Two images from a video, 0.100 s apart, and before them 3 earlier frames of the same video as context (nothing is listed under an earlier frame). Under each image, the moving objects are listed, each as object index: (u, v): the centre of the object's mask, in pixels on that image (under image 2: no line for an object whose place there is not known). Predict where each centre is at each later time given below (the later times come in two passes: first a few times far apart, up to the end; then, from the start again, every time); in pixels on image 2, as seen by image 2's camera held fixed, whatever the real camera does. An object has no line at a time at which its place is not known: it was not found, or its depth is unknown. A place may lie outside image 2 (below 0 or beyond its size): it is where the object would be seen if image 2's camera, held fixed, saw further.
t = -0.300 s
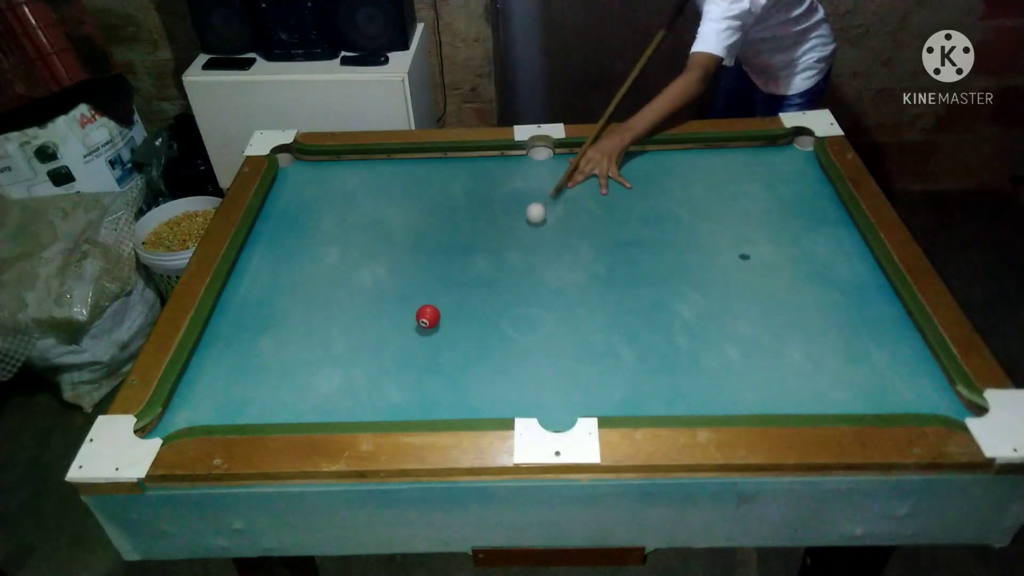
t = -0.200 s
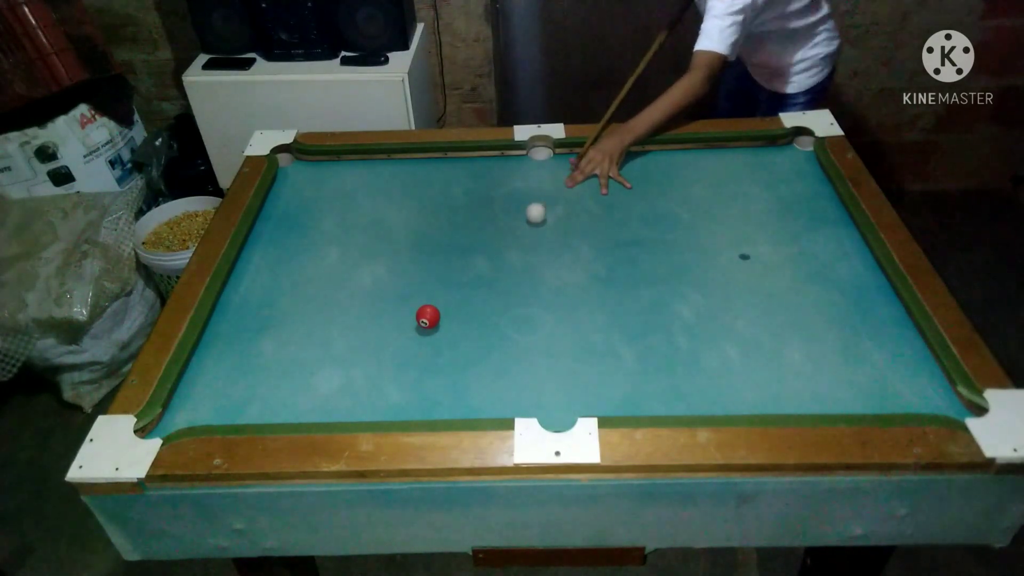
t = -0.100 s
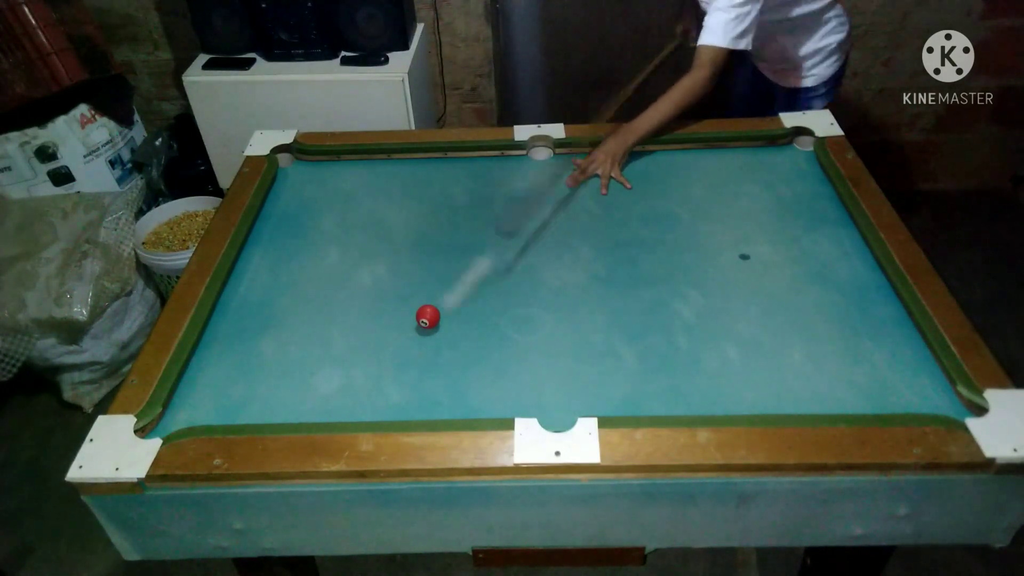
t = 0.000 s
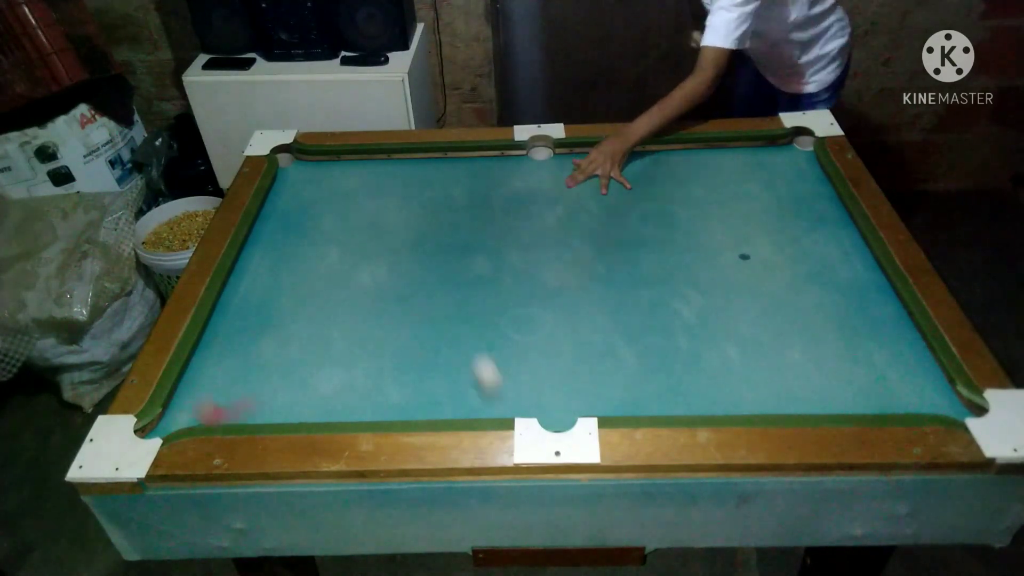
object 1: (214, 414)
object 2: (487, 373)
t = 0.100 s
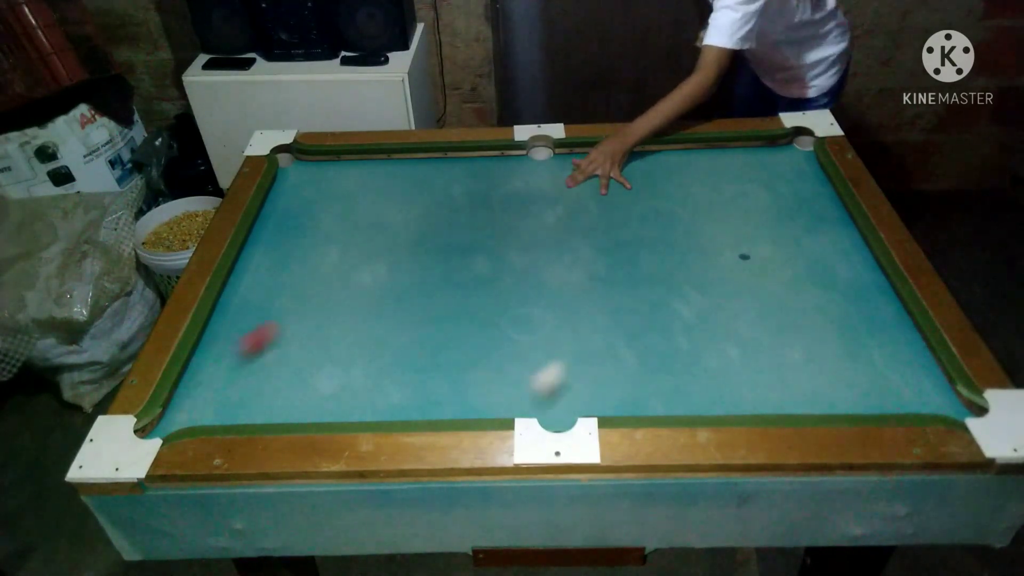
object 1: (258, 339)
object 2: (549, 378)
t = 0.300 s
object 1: (428, 231)
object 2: (661, 281)
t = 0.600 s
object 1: (560, 185)
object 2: (782, 176)
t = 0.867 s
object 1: (587, 302)
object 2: (760, 165)
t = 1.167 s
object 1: (606, 353)
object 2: (705, 220)
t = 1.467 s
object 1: (592, 242)
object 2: (642, 282)
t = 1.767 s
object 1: (583, 163)
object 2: (572, 351)
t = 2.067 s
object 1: (590, 188)
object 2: (498, 402)
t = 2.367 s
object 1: (601, 236)
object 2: (461, 351)
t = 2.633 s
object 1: (614, 282)
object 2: (434, 315)
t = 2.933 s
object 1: (630, 335)
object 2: (409, 283)
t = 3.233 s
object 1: (650, 394)
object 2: (388, 258)
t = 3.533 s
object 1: (660, 382)
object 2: (371, 238)
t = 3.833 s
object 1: (667, 348)
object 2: (357, 220)
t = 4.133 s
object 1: (675, 323)
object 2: (346, 207)
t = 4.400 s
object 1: (680, 307)
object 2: (340, 196)
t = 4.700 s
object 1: (683, 293)
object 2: (334, 188)
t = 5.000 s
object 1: (685, 283)
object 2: (330, 181)
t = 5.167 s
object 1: (685, 280)
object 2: (327, 179)
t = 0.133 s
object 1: (291, 319)
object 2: (572, 360)
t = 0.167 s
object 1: (323, 299)
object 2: (592, 343)
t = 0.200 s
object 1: (351, 281)
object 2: (610, 327)
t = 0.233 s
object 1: (378, 263)
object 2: (628, 311)
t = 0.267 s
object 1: (404, 247)
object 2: (644, 296)
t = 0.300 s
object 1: (428, 231)
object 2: (661, 281)
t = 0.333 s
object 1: (450, 217)
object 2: (676, 268)
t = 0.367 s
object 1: (472, 203)
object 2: (692, 255)
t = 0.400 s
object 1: (492, 190)
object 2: (707, 242)
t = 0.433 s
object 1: (512, 177)
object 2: (720, 230)
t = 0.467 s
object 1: (530, 166)
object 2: (734, 218)
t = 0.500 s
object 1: (549, 153)
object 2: (746, 208)
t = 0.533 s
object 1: (555, 161)
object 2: (759, 197)
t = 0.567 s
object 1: (557, 173)
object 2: (771, 187)
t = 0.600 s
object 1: (560, 185)
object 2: (782, 176)
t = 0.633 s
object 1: (563, 197)
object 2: (792, 167)
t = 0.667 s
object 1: (566, 210)
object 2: (802, 157)
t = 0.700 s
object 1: (569, 223)
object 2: (797, 149)
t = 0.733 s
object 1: (572, 238)
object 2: (782, 144)
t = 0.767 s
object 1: (576, 253)
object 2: (776, 147)
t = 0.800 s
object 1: (580, 268)
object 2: (770, 153)
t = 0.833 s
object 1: (583, 285)
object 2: (765, 159)
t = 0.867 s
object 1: (587, 302)
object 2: (760, 165)
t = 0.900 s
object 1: (592, 320)
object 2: (754, 171)
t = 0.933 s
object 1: (596, 340)
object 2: (748, 176)
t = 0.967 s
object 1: (601, 359)
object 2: (742, 182)
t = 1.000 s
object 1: (606, 379)
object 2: (737, 188)
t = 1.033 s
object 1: (611, 401)
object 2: (731, 194)
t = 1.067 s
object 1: (612, 401)
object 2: (724, 201)
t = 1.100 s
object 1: (609, 384)
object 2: (718, 207)
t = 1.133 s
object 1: (607, 368)
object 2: (712, 213)
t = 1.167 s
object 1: (606, 353)
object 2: (705, 220)
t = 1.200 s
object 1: (604, 338)
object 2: (698, 226)
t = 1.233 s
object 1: (601, 324)
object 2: (692, 233)
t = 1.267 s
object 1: (600, 311)
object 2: (685, 240)
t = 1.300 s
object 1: (599, 298)
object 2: (678, 246)
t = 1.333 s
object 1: (597, 286)
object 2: (672, 253)
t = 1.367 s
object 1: (595, 274)
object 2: (664, 260)
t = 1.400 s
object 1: (594, 263)
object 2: (657, 267)
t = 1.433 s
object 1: (593, 252)
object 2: (650, 274)
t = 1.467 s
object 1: (592, 242)
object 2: (642, 282)
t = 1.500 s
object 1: (590, 231)
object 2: (635, 289)
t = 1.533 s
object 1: (590, 222)
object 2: (628, 296)
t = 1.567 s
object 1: (589, 213)
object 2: (620, 304)
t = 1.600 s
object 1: (587, 204)
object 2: (612, 311)
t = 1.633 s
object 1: (586, 195)
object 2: (604, 319)
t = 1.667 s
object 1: (586, 187)
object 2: (596, 327)
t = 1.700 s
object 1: (586, 179)
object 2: (589, 335)
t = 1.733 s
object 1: (584, 171)
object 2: (580, 343)
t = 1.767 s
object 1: (583, 163)
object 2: (572, 351)
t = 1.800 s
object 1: (582, 156)
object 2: (563, 360)
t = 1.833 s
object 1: (582, 153)
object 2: (555, 367)
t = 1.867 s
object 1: (583, 159)
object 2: (546, 376)
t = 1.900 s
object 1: (584, 163)
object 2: (537, 384)
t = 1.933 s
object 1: (586, 168)
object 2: (528, 393)
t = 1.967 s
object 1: (587, 173)
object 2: (519, 402)
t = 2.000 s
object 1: (588, 178)
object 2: (510, 407)
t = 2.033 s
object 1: (589, 183)
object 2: (504, 406)
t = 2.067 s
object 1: (590, 188)
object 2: (498, 402)
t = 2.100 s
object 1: (591, 194)
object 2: (494, 396)
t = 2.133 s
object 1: (592, 199)
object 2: (489, 390)
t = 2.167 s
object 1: (594, 204)
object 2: (485, 384)
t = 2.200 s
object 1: (595, 209)
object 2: (480, 378)
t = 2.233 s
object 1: (597, 214)
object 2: (476, 373)
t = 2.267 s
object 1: (598, 220)
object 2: (472, 367)
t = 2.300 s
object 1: (599, 225)
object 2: (468, 362)
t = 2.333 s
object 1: (600, 231)
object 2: (464, 356)
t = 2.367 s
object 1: (601, 236)
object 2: (461, 351)
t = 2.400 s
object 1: (603, 242)
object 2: (457, 346)
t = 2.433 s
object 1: (604, 247)
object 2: (454, 341)
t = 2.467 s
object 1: (606, 253)
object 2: (450, 337)
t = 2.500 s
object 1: (608, 259)
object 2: (447, 332)
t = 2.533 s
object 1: (609, 264)
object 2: (444, 328)
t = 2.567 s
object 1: (611, 270)
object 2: (440, 323)
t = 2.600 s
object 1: (612, 276)
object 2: (437, 319)
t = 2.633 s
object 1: (614, 282)
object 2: (434, 315)
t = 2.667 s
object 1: (616, 287)
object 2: (431, 311)
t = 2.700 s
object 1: (618, 293)
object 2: (428, 307)
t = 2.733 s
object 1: (619, 299)
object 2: (425, 303)
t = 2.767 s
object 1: (621, 305)
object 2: (422, 299)
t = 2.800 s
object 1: (623, 311)
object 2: (420, 296)
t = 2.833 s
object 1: (625, 317)
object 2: (417, 292)
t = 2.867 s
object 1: (627, 323)
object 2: (414, 289)
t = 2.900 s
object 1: (628, 329)
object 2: (412, 286)
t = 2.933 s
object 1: (630, 335)
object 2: (409, 283)
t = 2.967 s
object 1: (632, 342)
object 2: (406, 280)
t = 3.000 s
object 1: (634, 348)
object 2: (404, 277)
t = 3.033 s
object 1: (637, 355)
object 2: (401, 274)
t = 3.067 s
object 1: (639, 361)
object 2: (399, 271)
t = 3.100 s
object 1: (641, 367)
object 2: (396, 268)
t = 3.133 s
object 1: (643, 373)
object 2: (394, 266)
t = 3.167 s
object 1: (645, 380)
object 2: (392, 263)
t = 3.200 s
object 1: (647, 387)
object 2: (390, 260)
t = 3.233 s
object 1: (650, 394)
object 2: (388, 258)
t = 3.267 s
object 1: (653, 400)
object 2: (386, 255)
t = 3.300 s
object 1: (655, 405)
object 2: (384, 253)
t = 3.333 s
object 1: (658, 406)
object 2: (382, 250)
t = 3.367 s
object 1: (658, 404)
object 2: (380, 248)
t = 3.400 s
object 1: (659, 400)
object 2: (378, 246)
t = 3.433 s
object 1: (659, 395)
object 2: (376, 244)
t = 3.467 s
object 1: (659, 391)
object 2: (374, 242)
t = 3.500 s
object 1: (660, 386)
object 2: (372, 240)
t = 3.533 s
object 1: (660, 382)
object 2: (371, 238)
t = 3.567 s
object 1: (661, 378)
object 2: (369, 236)
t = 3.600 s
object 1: (661, 373)
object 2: (367, 234)
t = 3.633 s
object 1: (662, 369)
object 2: (366, 231)
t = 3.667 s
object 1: (663, 365)
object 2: (364, 229)
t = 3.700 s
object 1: (664, 362)
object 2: (362, 228)
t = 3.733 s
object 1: (664, 358)
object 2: (361, 226)
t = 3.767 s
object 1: (665, 355)
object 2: (360, 224)
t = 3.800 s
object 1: (667, 351)
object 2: (358, 222)
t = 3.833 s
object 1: (667, 348)
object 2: (357, 220)
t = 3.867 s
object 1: (668, 345)
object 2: (355, 219)
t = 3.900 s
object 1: (669, 341)
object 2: (354, 217)
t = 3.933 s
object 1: (670, 338)
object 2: (353, 215)
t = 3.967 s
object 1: (671, 335)
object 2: (352, 214)
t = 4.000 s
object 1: (671, 333)
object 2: (350, 212)
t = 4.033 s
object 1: (672, 330)
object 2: (349, 211)
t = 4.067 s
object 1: (673, 327)
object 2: (348, 209)
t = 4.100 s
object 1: (674, 325)
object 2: (347, 208)
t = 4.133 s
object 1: (675, 323)
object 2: (346, 207)
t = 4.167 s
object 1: (675, 320)
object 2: (345, 205)
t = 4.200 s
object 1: (676, 318)
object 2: (345, 204)
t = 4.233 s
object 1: (677, 317)
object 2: (344, 203)
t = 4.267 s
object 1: (677, 314)
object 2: (342, 201)
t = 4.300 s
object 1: (678, 312)
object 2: (342, 200)
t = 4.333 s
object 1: (678, 311)
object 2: (341, 199)
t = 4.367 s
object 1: (679, 308)
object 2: (340, 198)
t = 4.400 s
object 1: (680, 307)
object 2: (340, 196)
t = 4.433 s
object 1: (680, 305)
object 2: (339, 196)
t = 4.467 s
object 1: (680, 303)
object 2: (338, 194)
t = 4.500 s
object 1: (681, 302)
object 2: (338, 193)
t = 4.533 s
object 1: (682, 300)
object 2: (337, 192)
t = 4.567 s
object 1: (682, 299)
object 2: (336, 191)
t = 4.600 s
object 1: (682, 297)
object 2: (336, 190)
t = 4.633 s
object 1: (683, 295)
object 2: (335, 189)
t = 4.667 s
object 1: (683, 294)
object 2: (334, 189)
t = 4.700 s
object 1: (683, 293)
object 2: (334, 188)
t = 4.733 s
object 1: (684, 291)
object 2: (334, 187)
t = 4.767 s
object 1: (684, 290)
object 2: (333, 186)
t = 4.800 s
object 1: (684, 289)
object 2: (332, 185)
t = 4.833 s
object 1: (684, 288)
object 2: (332, 184)
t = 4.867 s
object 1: (684, 286)
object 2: (332, 184)
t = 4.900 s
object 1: (684, 286)
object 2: (331, 183)
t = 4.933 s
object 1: (684, 285)
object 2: (331, 182)
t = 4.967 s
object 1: (685, 284)
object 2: (330, 182)
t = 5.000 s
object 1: (685, 283)
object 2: (330, 181)
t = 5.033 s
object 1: (685, 282)
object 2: (329, 180)
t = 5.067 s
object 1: (685, 282)
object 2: (329, 180)
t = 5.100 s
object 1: (685, 281)
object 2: (328, 179)
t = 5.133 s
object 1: (685, 281)
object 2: (328, 179)
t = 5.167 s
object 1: (685, 280)
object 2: (327, 179)
